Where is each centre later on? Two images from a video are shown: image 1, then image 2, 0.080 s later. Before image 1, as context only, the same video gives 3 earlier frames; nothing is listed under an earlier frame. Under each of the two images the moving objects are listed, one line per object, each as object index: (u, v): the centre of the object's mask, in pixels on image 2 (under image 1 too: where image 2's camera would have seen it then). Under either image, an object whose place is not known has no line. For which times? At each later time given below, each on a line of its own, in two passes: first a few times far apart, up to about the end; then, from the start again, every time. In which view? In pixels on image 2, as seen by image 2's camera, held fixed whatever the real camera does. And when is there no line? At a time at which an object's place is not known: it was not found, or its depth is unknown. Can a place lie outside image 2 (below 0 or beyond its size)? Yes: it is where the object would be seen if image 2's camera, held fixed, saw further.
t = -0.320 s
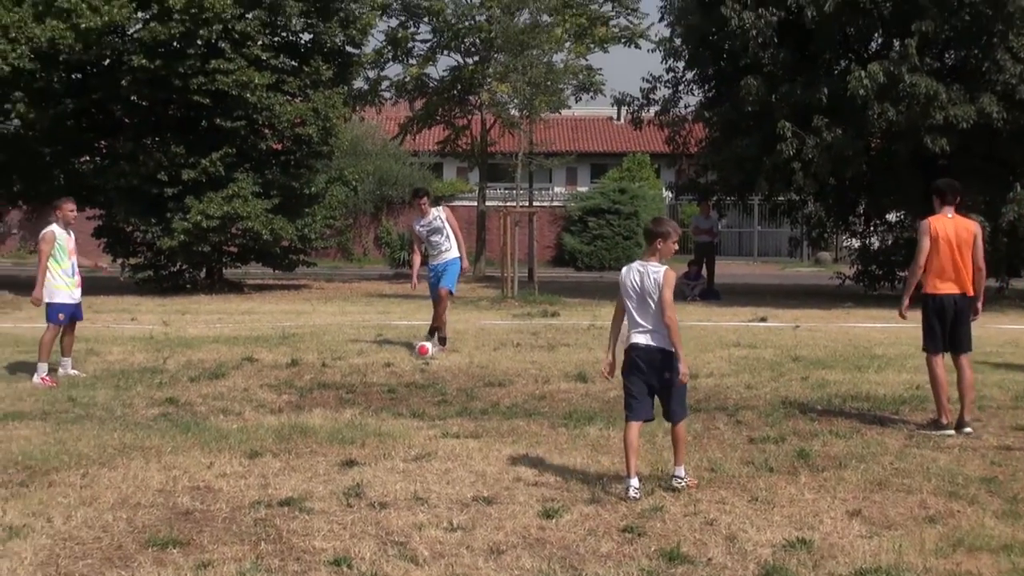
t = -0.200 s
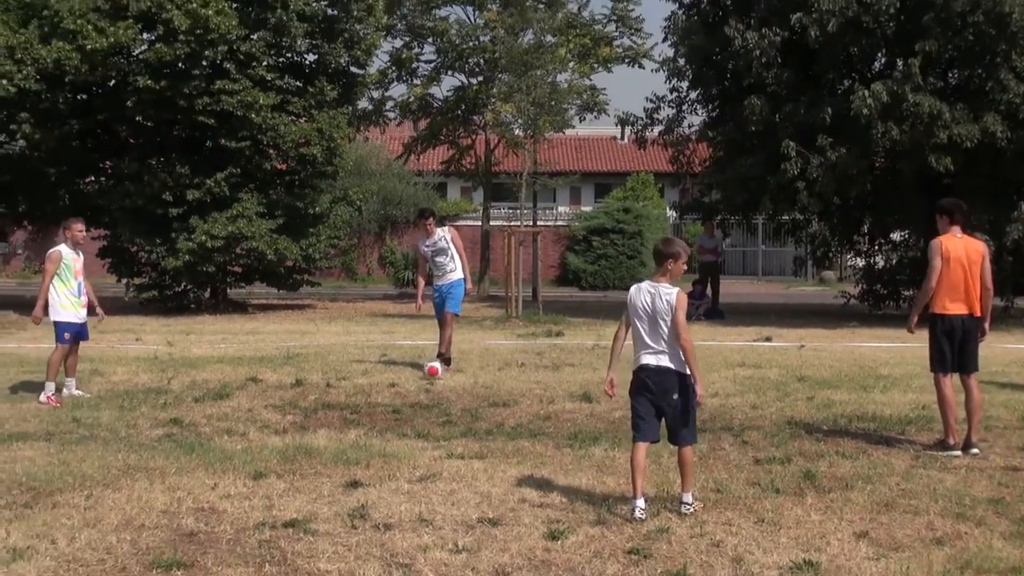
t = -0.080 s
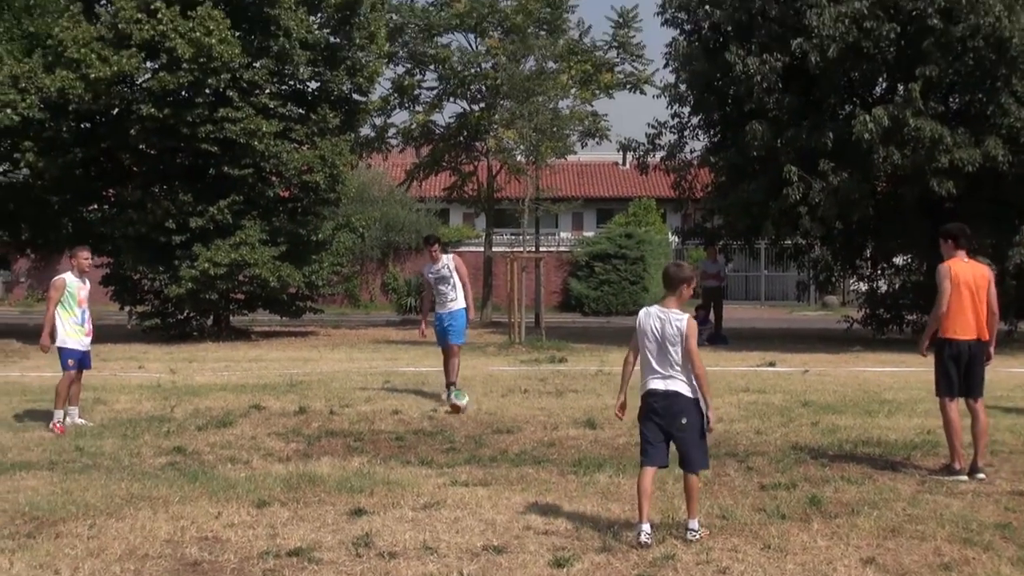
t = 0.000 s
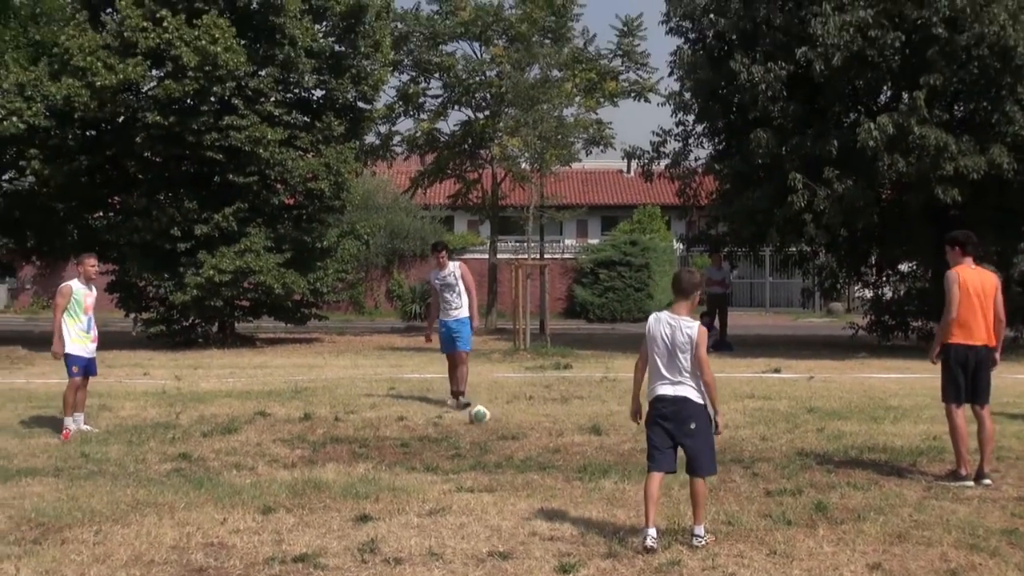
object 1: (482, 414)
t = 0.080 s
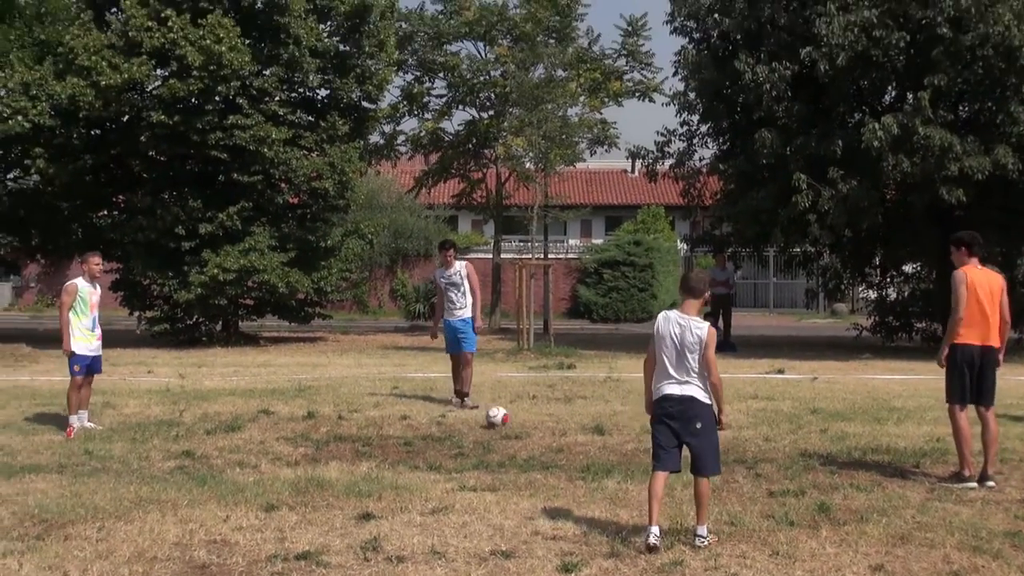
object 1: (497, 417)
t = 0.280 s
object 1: (526, 423)
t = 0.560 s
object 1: (564, 438)
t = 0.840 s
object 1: (601, 451)
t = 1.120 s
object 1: (628, 460)
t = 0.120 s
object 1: (503, 420)
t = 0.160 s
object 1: (510, 419)
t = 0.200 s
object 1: (517, 422)
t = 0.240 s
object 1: (522, 424)
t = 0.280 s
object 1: (526, 423)
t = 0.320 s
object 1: (532, 425)
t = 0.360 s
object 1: (537, 425)
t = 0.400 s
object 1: (543, 428)
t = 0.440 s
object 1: (549, 433)
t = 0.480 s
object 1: (554, 438)
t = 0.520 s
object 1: (559, 438)
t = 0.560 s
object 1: (564, 438)
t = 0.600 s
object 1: (570, 439)
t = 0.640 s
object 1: (575, 441)
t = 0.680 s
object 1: (581, 445)
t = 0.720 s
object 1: (586, 447)
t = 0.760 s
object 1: (590, 449)
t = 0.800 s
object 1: (595, 450)
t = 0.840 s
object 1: (601, 451)
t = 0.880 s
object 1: (605, 454)
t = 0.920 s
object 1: (608, 453)
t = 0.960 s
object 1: (612, 453)
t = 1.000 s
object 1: (617, 455)
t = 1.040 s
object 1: (621, 458)
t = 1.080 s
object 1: (624, 461)
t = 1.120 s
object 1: (628, 460)
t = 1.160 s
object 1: (634, 460)
